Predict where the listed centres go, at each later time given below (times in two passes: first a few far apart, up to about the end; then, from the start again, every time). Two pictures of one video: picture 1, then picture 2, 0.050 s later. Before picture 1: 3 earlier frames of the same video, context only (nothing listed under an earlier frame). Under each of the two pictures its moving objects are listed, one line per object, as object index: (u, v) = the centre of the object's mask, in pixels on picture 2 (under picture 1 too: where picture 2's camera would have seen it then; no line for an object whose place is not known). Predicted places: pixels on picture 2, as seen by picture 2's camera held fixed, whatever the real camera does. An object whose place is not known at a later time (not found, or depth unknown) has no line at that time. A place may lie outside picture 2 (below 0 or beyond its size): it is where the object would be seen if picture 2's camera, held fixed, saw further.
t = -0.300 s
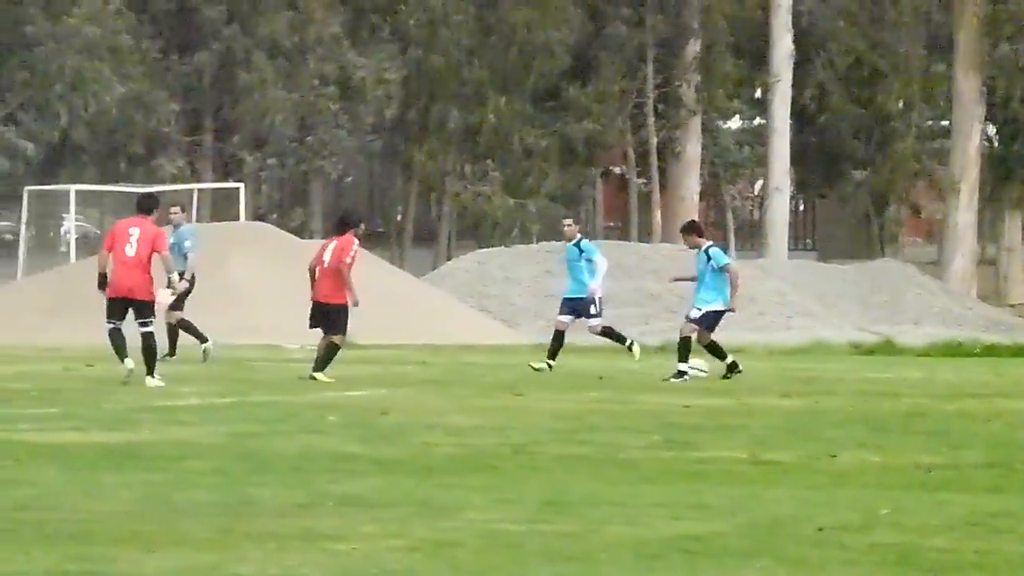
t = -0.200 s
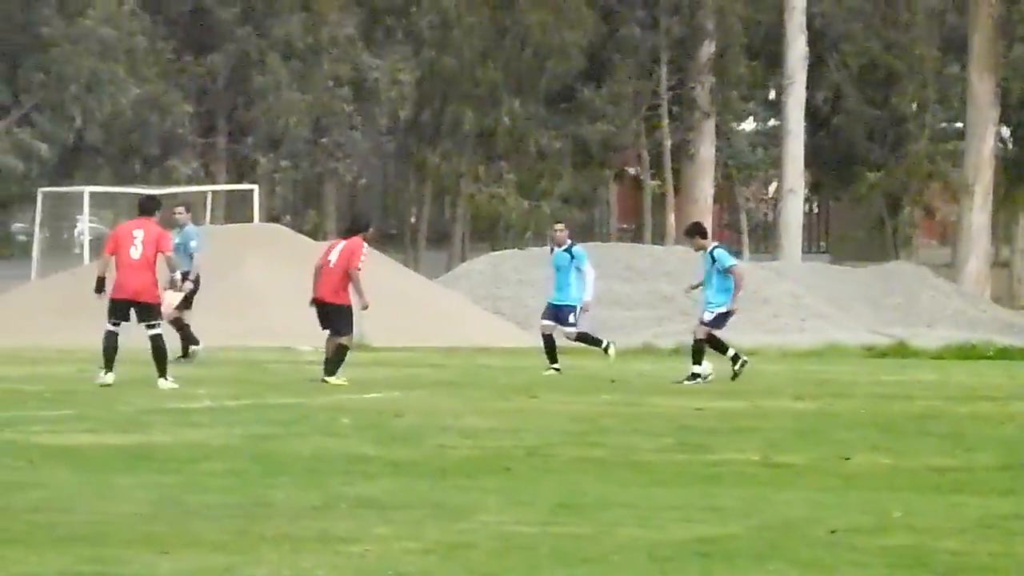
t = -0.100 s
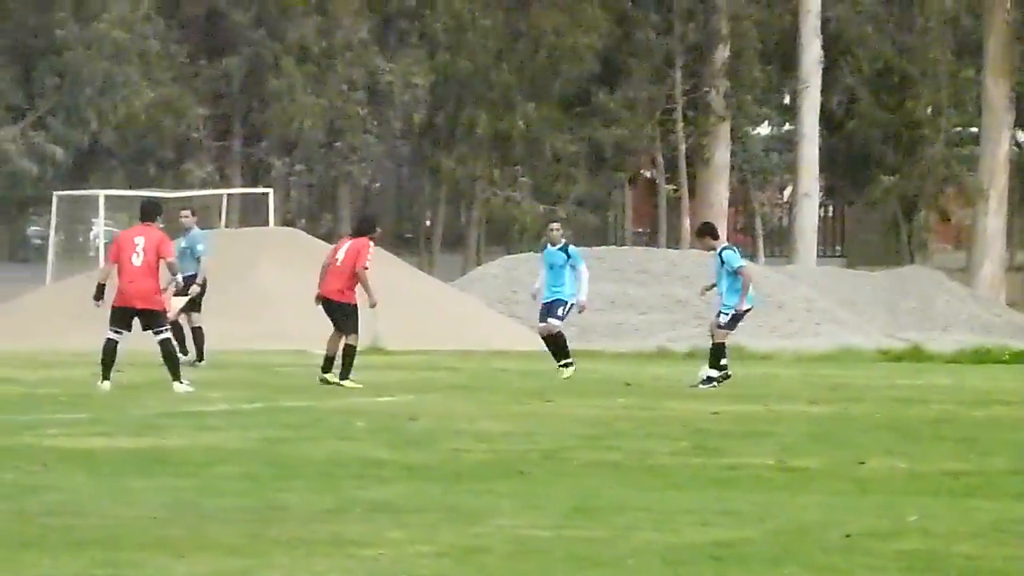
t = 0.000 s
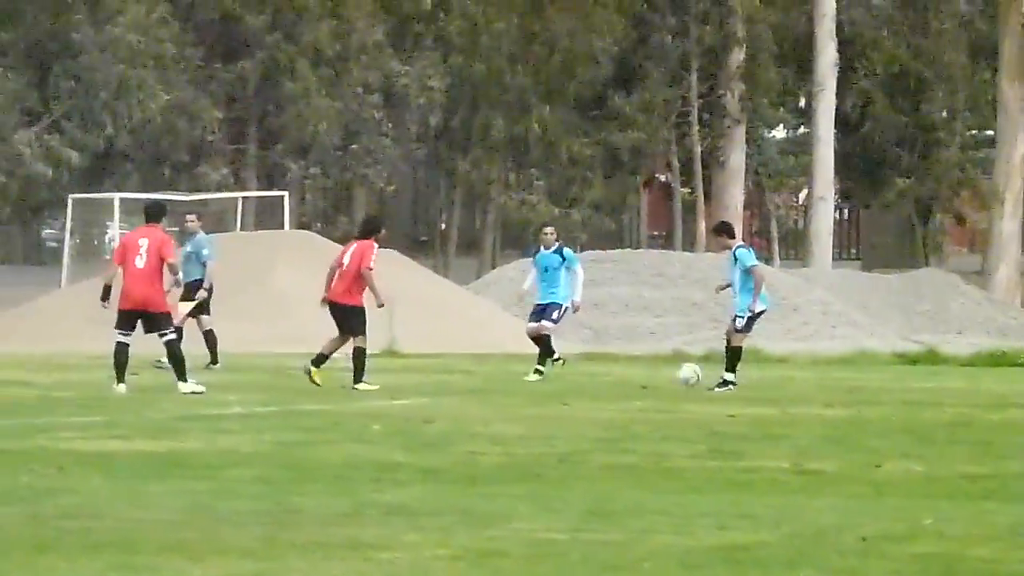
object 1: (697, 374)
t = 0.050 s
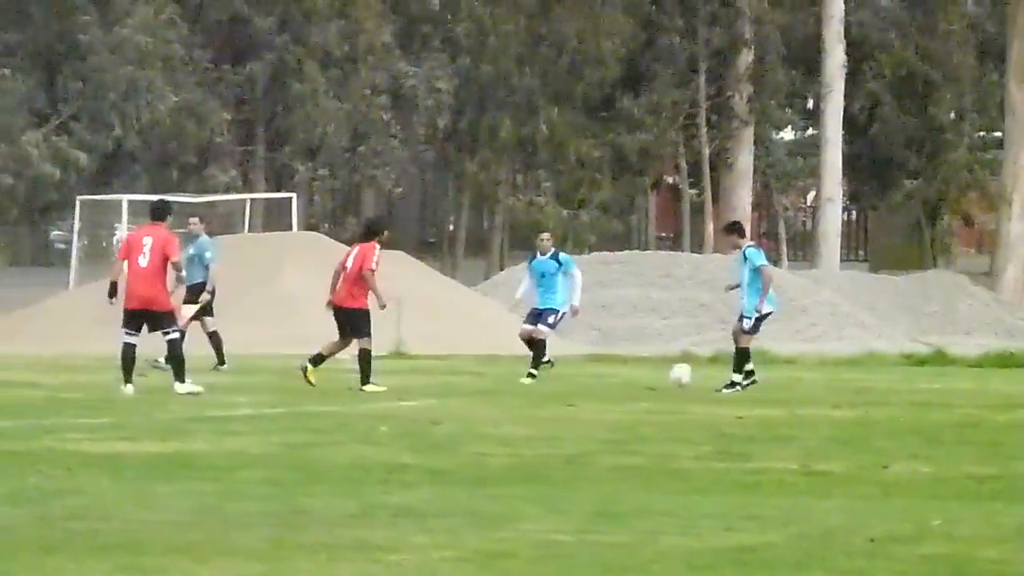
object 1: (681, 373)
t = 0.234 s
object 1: (627, 373)
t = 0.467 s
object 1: (571, 371)
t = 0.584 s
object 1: (545, 372)
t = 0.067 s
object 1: (676, 372)
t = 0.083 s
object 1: (671, 373)
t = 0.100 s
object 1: (666, 375)
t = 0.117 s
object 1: (659, 376)
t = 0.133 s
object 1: (654, 376)
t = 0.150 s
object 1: (649, 375)
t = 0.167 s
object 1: (644, 374)
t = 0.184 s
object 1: (640, 373)
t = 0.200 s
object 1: (635, 374)
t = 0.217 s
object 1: (632, 373)
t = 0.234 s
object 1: (627, 373)
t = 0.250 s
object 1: (623, 373)
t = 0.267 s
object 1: (618, 375)
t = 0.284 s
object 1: (615, 374)
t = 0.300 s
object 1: (610, 374)
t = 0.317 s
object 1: (607, 374)
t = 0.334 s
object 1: (602, 374)
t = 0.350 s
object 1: (598, 374)
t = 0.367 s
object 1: (594, 374)
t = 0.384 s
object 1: (590, 373)
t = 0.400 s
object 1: (586, 372)
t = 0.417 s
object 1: (581, 373)
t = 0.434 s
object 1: (579, 372)
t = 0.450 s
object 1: (575, 371)
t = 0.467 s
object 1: (571, 371)
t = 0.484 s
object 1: (567, 372)
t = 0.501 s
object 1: (563, 372)
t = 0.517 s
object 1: (560, 372)
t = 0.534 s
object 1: (557, 372)
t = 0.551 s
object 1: (552, 372)
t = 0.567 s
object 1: (549, 371)
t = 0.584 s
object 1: (545, 372)
